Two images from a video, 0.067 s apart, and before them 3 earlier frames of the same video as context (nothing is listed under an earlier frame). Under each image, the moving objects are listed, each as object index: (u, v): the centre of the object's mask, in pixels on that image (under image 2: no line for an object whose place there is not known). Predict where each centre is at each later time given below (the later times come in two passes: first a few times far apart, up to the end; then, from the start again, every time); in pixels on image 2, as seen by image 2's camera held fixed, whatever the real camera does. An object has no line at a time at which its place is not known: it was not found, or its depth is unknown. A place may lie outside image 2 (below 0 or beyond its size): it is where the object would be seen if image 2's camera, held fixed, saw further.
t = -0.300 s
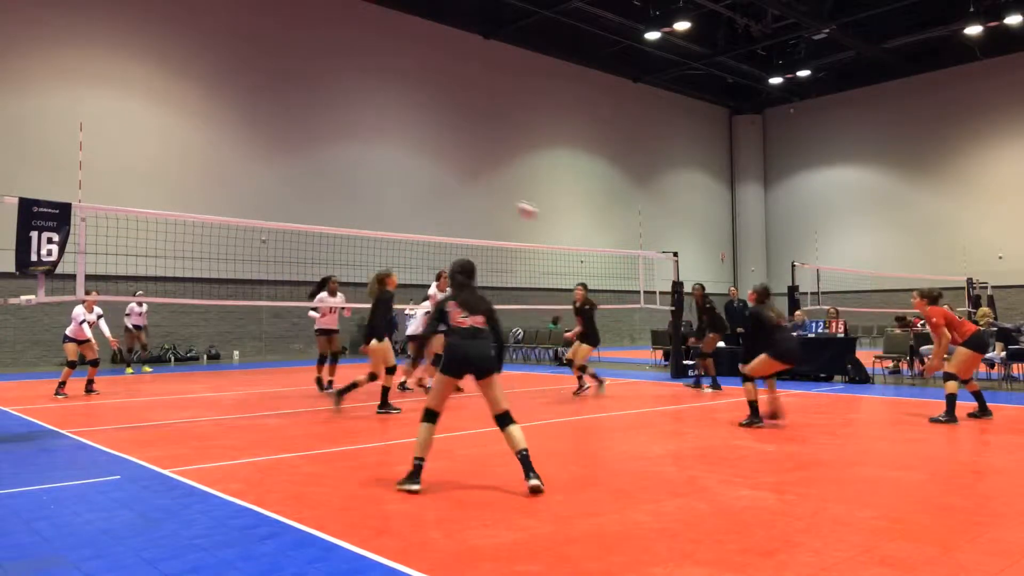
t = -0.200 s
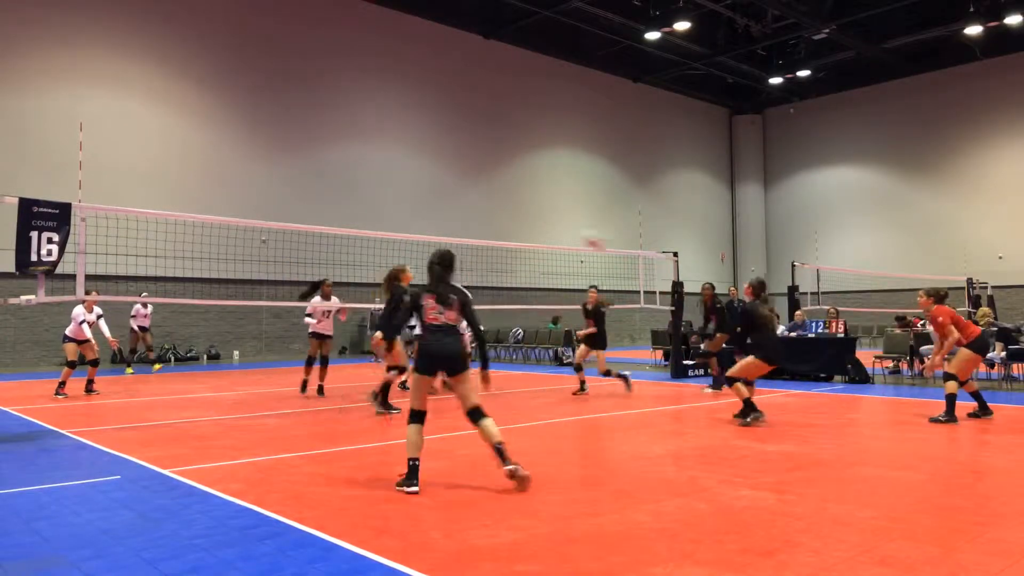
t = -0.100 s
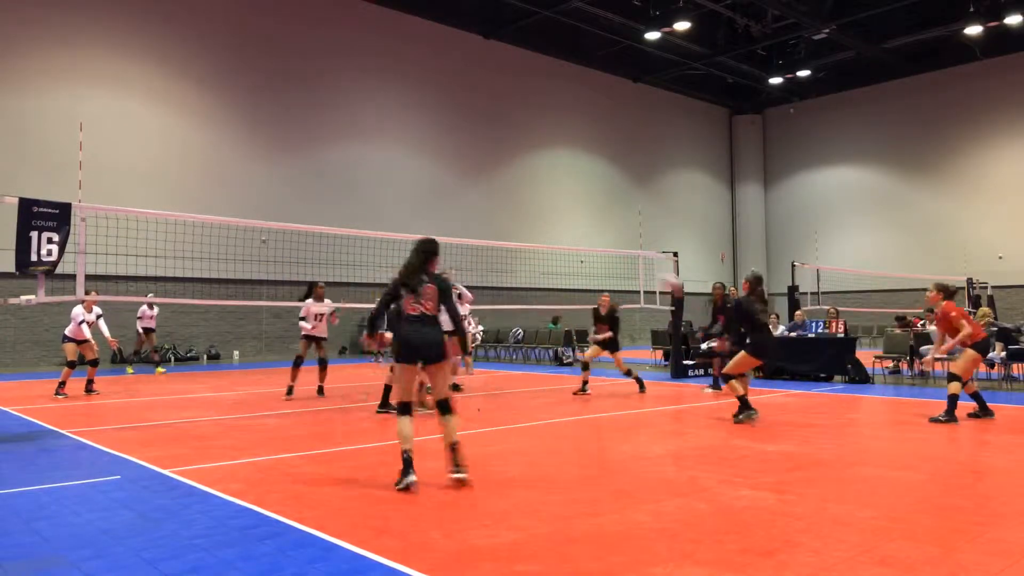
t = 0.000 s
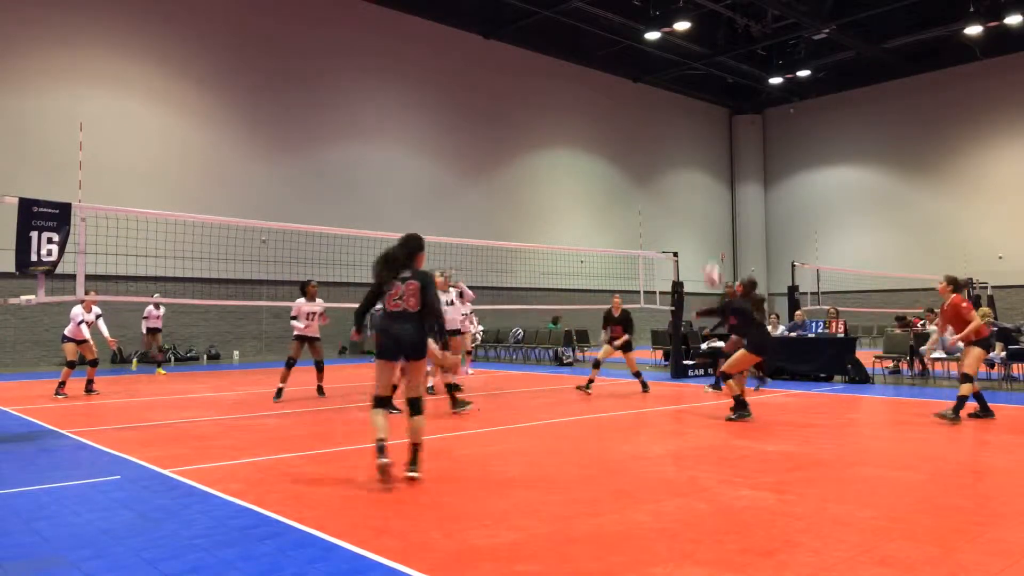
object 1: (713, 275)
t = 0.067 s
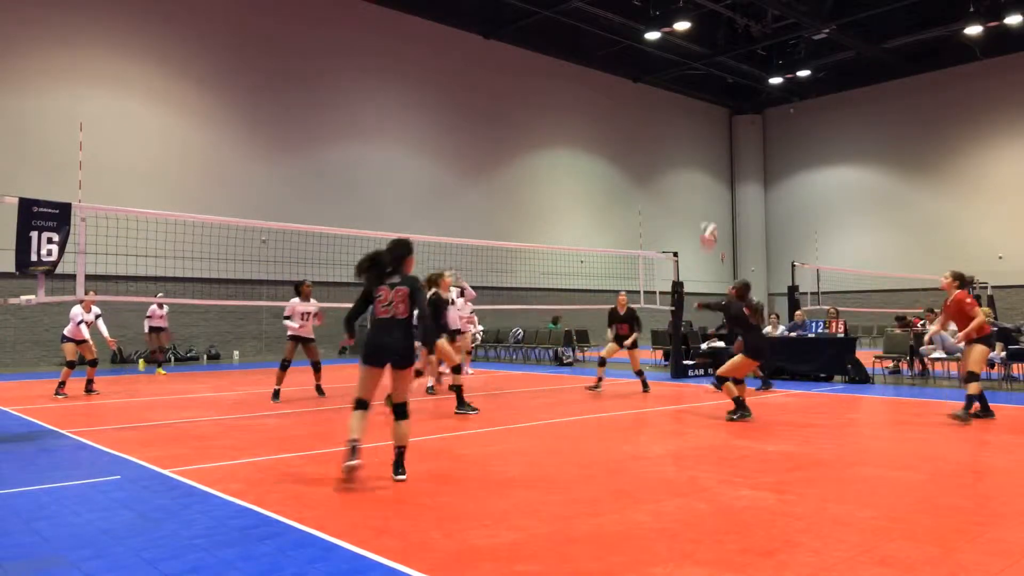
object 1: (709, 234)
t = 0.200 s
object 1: (699, 160)
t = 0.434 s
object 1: (687, 81)
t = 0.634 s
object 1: (679, 49)
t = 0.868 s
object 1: (670, 53)
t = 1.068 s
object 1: (662, 95)
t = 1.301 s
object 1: (653, 188)
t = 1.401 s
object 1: (648, 245)
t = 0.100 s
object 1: (706, 213)
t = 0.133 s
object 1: (703, 196)
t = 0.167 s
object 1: (702, 178)
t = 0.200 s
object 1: (699, 160)
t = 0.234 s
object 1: (697, 147)
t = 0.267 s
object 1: (696, 134)
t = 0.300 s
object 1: (694, 120)
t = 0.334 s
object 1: (692, 110)
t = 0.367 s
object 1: (691, 101)
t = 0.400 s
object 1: (690, 89)
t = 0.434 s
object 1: (687, 81)
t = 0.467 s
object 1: (686, 74)
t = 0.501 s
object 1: (685, 67)
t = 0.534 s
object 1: (683, 61)
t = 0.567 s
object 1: (682, 56)
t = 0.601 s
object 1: (681, 52)
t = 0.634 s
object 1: (679, 49)
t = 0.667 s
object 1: (678, 47)
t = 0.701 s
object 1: (677, 46)
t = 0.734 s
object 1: (675, 45)
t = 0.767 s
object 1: (674, 46)
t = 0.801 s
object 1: (673, 47)
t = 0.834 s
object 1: (671, 50)
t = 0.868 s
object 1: (670, 53)
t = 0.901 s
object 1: (669, 58)
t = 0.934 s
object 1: (668, 63)
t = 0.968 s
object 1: (666, 70)
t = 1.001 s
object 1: (666, 77)
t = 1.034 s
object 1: (665, 85)
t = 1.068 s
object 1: (662, 95)
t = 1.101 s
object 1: (662, 106)
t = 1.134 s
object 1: (660, 118)
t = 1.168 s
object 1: (659, 128)
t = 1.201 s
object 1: (658, 141)
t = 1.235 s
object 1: (657, 158)
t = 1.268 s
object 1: (656, 171)
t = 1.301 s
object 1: (653, 188)
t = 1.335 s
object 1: (651, 208)
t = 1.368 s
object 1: (650, 225)
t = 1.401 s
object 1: (648, 245)
